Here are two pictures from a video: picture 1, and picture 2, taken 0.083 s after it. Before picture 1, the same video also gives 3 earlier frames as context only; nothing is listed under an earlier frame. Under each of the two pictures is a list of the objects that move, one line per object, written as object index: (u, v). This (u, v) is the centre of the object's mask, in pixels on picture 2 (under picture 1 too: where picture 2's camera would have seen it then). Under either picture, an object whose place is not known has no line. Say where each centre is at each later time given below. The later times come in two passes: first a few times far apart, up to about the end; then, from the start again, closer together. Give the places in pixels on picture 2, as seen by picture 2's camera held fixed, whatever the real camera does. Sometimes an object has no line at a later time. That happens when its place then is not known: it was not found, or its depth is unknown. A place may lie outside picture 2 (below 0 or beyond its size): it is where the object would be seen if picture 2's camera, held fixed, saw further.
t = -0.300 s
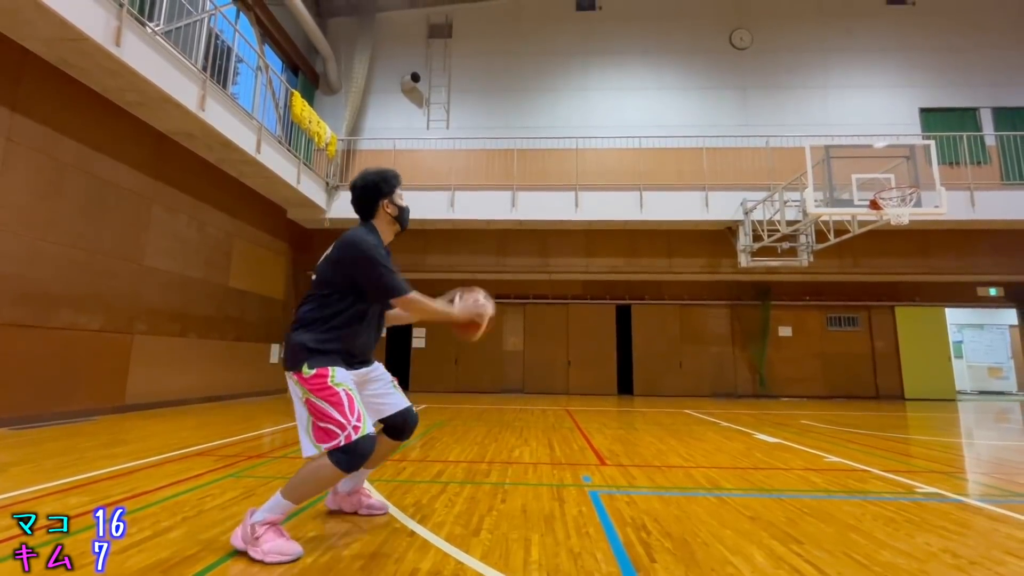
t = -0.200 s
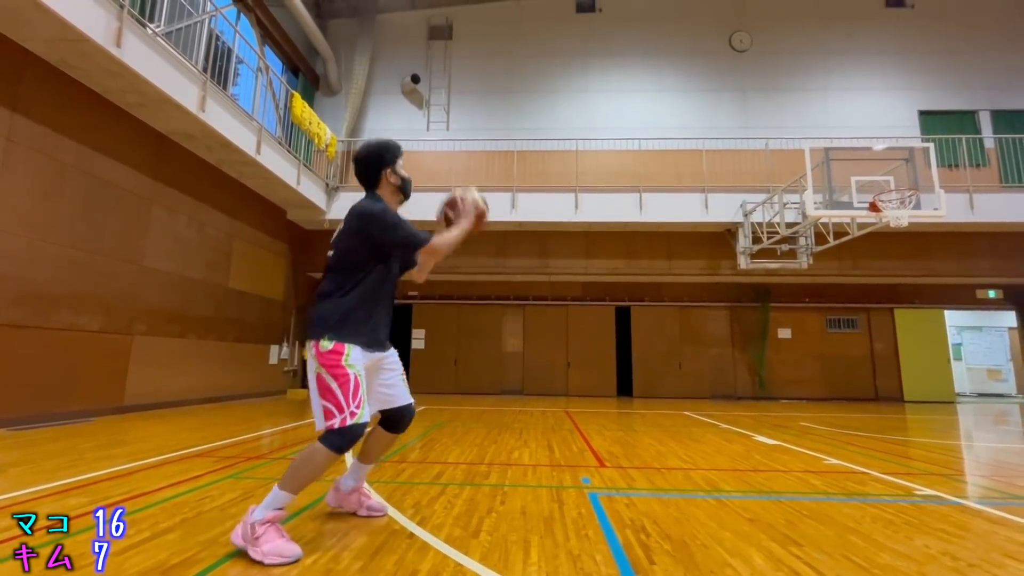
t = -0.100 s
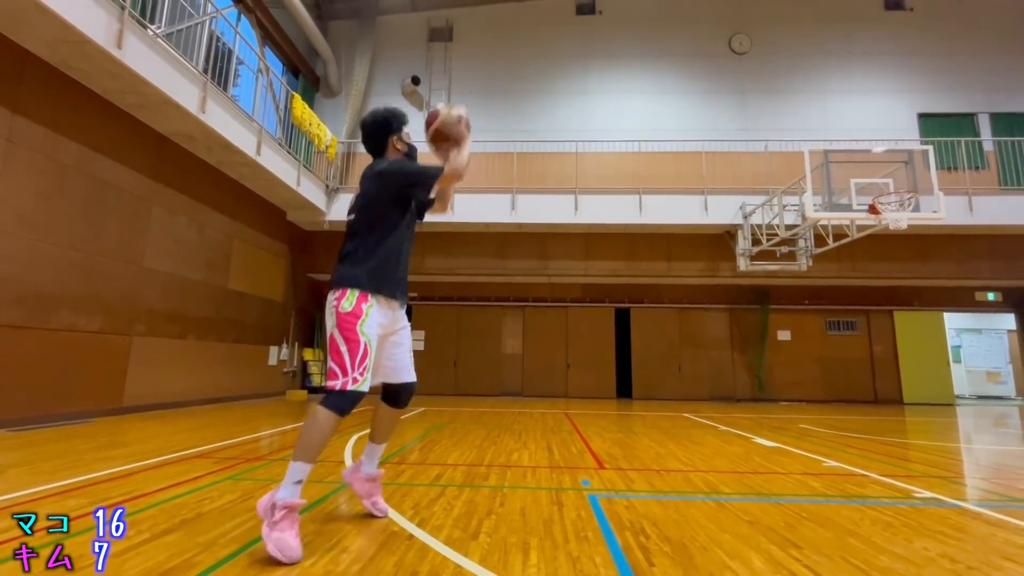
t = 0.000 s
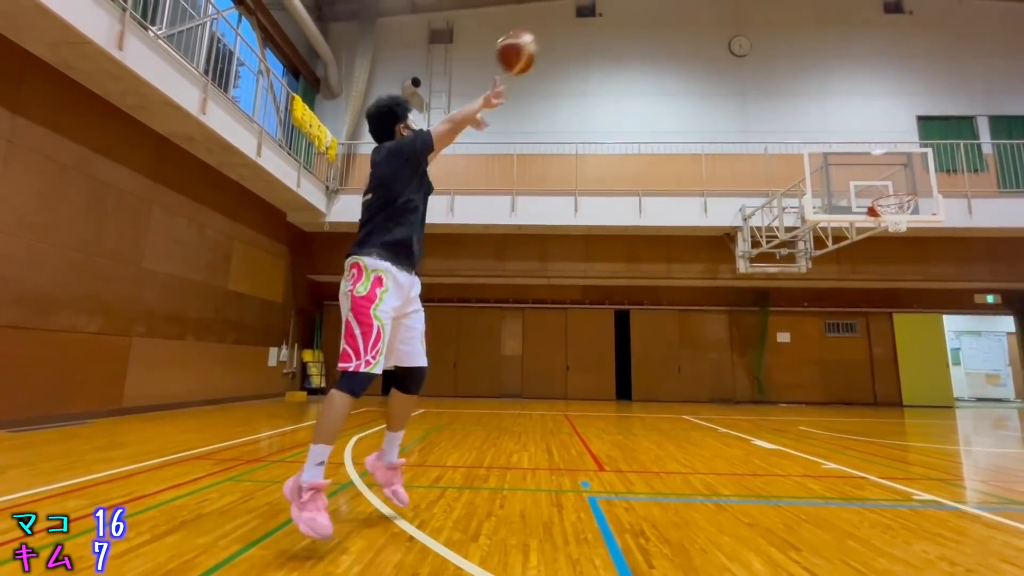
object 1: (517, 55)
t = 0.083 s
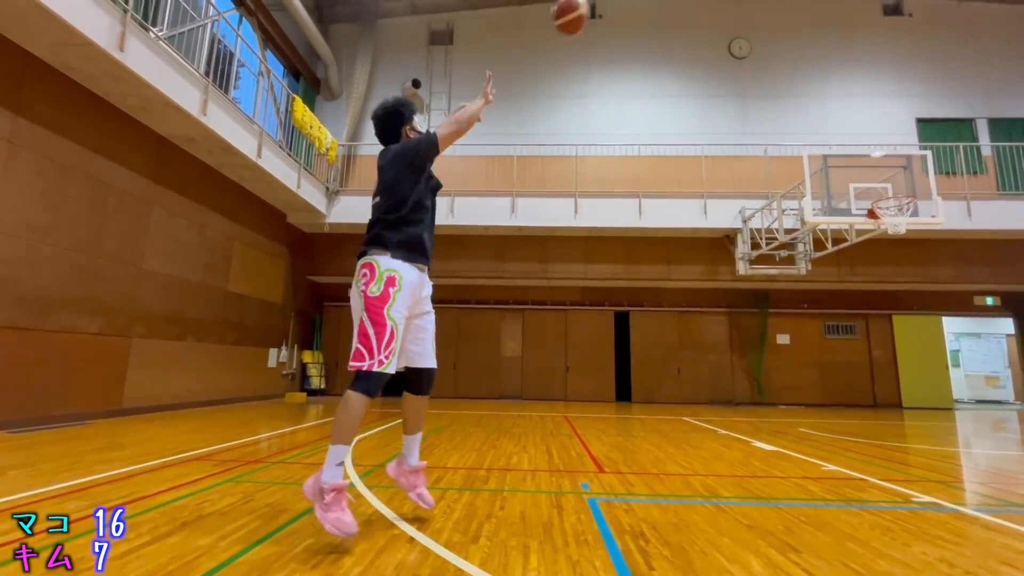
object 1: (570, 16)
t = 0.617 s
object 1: (757, 0)
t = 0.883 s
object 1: (813, 71)
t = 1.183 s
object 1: (865, 189)
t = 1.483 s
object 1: (794, 296)
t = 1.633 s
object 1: (755, 369)
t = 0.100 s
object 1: (579, 13)
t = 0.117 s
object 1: (589, 10)
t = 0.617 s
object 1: (757, 0)
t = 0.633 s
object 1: (762, 3)
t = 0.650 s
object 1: (765, 7)
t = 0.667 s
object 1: (769, 11)
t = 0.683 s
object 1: (773, 15)
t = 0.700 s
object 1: (776, 17)
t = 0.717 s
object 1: (779, 22)
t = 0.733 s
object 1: (783, 26)
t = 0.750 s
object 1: (787, 31)
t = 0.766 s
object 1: (790, 36)
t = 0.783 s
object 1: (794, 41)
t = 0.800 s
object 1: (797, 45)
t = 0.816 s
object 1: (800, 50)
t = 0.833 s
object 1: (803, 55)
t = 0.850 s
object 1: (806, 60)
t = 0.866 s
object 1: (809, 66)
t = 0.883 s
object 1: (813, 71)
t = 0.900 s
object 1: (815, 77)
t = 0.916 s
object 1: (819, 82)
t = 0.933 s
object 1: (822, 89)
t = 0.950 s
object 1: (825, 94)
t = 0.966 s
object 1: (828, 101)
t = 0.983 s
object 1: (831, 107)
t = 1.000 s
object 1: (833, 113)
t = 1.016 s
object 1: (836, 119)
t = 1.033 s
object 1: (840, 126)
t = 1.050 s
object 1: (842, 133)
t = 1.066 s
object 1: (845, 139)
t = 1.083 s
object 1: (848, 147)
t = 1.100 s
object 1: (851, 154)
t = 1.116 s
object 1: (854, 159)
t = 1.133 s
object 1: (857, 169)
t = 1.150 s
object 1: (859, 174)
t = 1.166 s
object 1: (862, 181)
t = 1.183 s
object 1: (865, 189)
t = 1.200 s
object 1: (868, 197)
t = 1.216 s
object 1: (869, 201)
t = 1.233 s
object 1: (865, 206)
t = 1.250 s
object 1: (859, 211)
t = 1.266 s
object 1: (855, 216)
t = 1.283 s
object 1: (850, 222)
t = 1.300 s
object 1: (847, 227)
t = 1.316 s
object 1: (841, 232)
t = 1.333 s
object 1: (836, 235)
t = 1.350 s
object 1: (830, 242)
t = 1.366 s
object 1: (825, 248)
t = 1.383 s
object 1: (822, 253)
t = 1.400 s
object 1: (817, 260)
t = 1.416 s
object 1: (813, 266)
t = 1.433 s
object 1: (807, 273)
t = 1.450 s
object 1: (802, 281)
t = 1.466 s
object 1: (799, 288)
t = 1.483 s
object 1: (794, 296)
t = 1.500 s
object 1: (790, 303)
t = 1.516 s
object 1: (785, 309)
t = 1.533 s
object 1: (781, 318)
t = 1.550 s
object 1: (775, 326)
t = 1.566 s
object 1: (771, 335)
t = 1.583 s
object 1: (766, 343)
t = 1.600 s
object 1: (762, 353)
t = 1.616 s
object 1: (759, 361)
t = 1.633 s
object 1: (755, 369)
